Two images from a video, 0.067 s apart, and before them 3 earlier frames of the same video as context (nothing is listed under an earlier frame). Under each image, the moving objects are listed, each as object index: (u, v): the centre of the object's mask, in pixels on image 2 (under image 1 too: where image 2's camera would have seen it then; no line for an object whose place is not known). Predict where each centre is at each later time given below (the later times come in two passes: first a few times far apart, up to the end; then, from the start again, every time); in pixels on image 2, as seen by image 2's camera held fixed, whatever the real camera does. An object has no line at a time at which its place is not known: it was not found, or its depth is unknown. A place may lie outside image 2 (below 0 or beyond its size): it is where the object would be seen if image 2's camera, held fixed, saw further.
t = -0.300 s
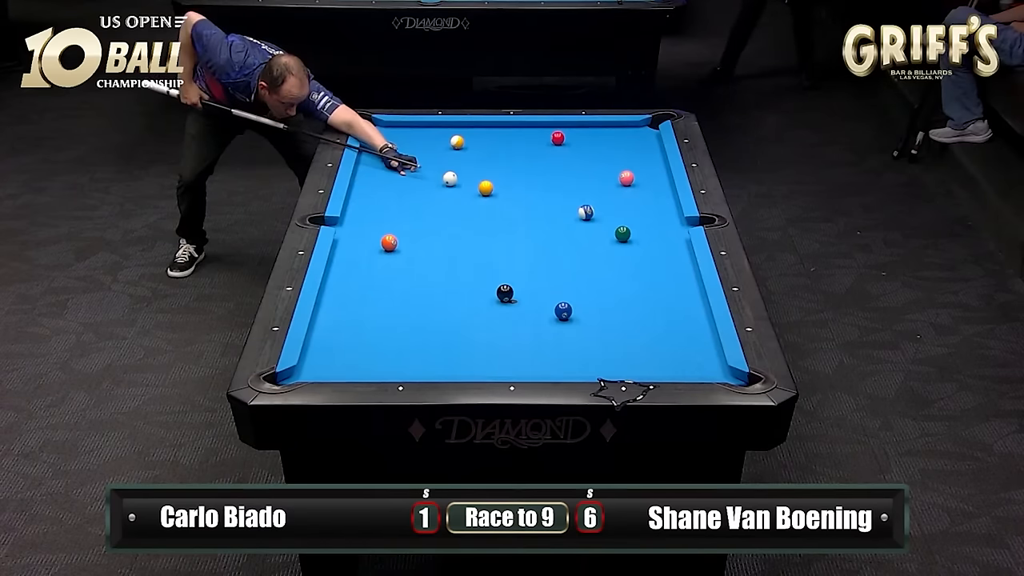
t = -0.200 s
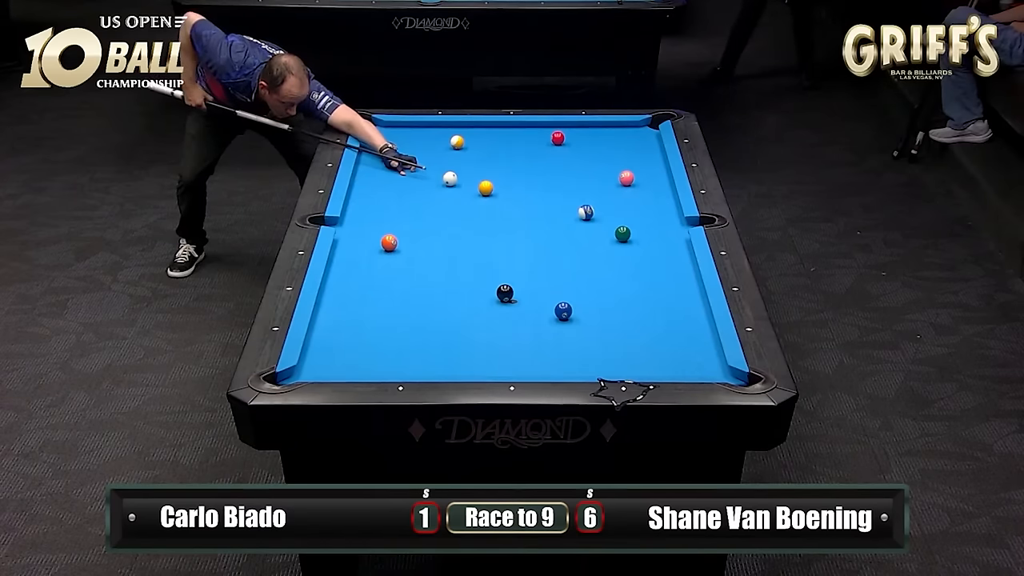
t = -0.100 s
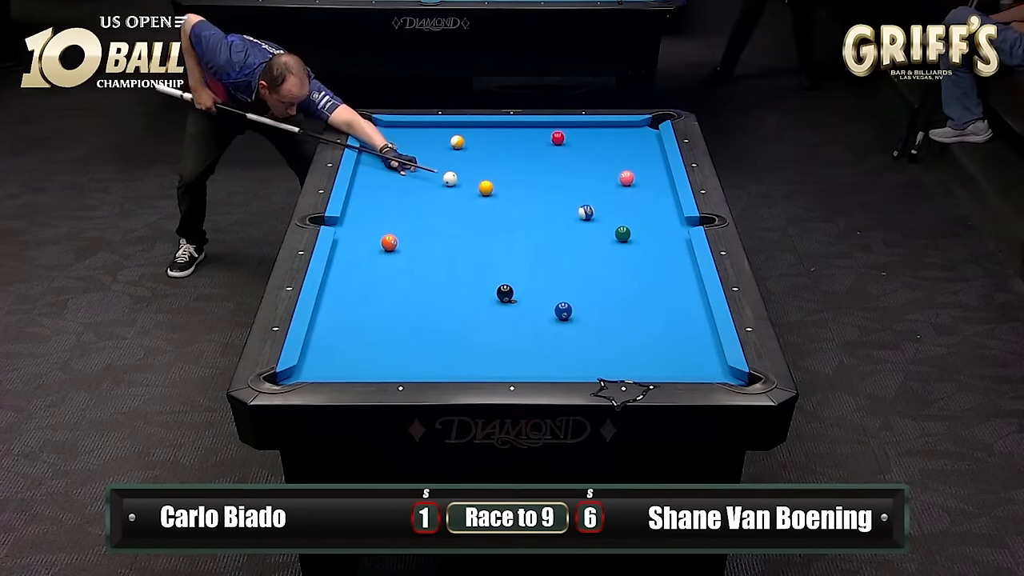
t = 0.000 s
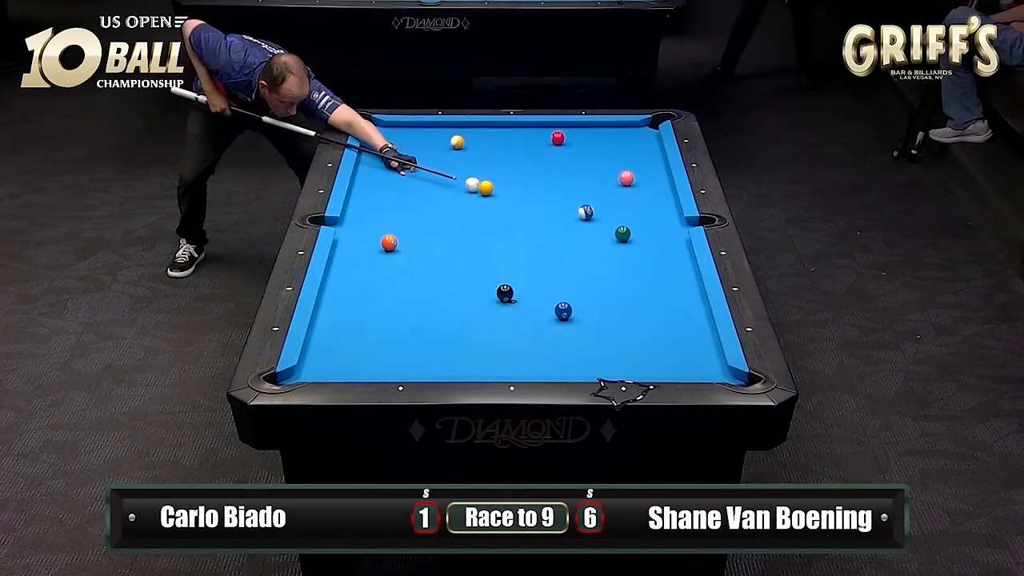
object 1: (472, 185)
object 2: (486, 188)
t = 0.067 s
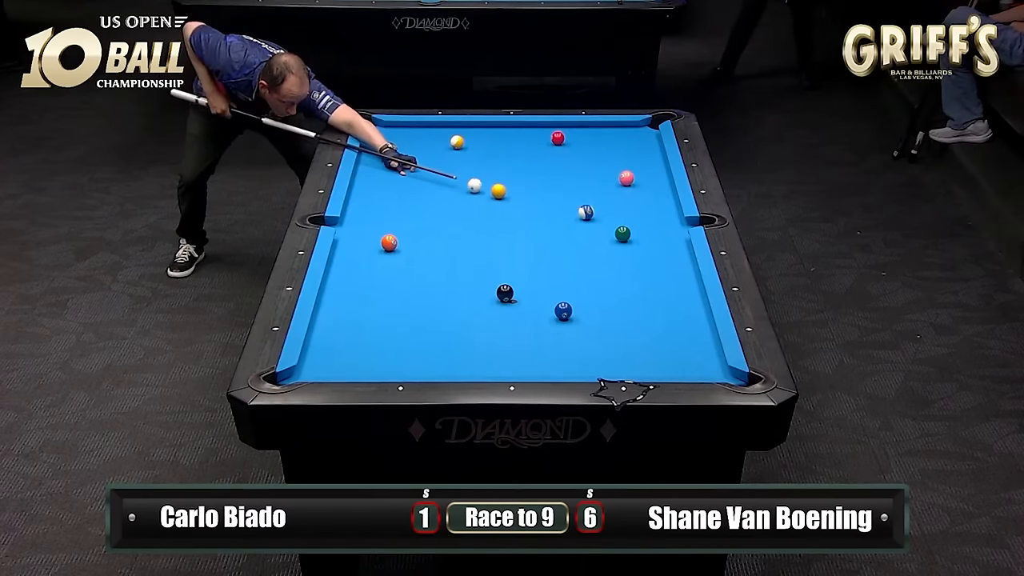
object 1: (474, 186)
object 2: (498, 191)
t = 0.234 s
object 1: (484, 188)
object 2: (543, 203)
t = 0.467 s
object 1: (498, 193)
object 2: (571, 212)
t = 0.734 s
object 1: (516, 199)
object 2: (580, 219)
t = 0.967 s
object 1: (530, 203)
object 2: (587, 224)
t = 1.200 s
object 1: (544, 207)
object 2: (594, 230)
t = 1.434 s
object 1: (558, 211)
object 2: (600, 235)
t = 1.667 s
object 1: (569, 214)
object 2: (606, 239)
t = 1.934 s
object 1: (584, 219)
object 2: (612, 245)
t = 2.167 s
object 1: (594, 222)
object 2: (616, 248)
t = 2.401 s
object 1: (606, 225)
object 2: (621, 252)
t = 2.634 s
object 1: (614, 226)
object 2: (624, 255)
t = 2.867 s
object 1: (621, 225)
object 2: (628, 258)
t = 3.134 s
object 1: (628, 226)
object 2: (631, 261)
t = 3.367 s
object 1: (631, 226)
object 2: (633, 263)
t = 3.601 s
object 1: (634, 227)
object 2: (635, 265)
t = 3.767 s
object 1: (635, 227)
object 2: (636, 266)
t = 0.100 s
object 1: (475, 186)
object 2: (507, 194)
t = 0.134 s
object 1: (476, 186)
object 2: (516, 196)
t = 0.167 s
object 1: (478, 187)
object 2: (524, 198)
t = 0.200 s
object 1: (481, 188)
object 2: (536, 201)
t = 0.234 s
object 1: (484, 188)
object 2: (543, 203)
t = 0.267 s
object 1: (486, 189)
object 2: (550, 205)
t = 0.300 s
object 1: (488, 190)
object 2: (557, 206)
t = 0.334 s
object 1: (491, 190)
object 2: (564, 208)
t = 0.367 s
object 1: (493, 191)
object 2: (571, 210)
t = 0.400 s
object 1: (495, 192)
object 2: (571, 210)
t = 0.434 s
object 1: (496, 192)
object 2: (571, 211)
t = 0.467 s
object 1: (498, 193)
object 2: (571, 212)
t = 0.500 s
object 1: (500, 194)
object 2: (572, 212)
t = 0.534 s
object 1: (503, 194)
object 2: (573, 213)
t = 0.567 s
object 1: (505, 195)
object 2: (574, 214)
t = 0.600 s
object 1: (508, 196)
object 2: (576, 215)
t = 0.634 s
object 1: (510, 197)
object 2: (577, 216)
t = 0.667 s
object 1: (512, 197)
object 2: (578, 217)
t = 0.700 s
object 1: (514, 198)
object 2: (579, 218)
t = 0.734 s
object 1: (516, 199)
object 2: (580, 219)
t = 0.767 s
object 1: (518, 199)
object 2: (581, 219)
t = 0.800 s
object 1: (520, 200)
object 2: (582, 220)
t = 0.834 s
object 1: (522, 200)
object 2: (583, 221)
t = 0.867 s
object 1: (524, 201)
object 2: (584, 222)
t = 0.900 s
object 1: (526, 201)
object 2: (585, 222)
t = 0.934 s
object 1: (528, 202)
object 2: (586, 223)
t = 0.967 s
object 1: (530, 203)
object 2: (587, 224)
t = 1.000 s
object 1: (533, 203)
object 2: (588, 225)
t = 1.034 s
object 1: (535, 204)
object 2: (589, 226)
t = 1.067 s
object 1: (537, 205)
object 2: (590, 226)
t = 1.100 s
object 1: (539, 205)
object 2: (591, 227)
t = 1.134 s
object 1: (540, 206)
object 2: (592, 228)
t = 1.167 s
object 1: (542, 206)
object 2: (593, 229)
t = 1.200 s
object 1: (544, 207)
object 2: (594, 230)
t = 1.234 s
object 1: (545, 207)
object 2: (595, 230)
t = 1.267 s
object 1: (547, 208)
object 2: (596, 231)
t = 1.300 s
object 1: (549, 208)
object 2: (596, 231)
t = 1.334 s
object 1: (551, 209)
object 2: (597, 232)
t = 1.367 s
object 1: (553, 209)
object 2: (598, 233)
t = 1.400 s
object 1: (556, 210)
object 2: (599, 234)
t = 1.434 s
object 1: (558, 211)
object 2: (600, 235)
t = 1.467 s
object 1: (560, 211)
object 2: (601, 235)
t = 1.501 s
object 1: (561, 212)
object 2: (602, 236)
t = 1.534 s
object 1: (563, 213)
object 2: (603, 237)
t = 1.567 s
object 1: (565, 213)
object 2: (603, 237)
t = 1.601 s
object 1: (567, 214)
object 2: (604, 238)
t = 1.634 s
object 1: (568, 214)
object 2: (605, 238)
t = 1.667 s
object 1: (569, 214)
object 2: (606, 239)
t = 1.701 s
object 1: (571, 215)
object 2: (606, 240)
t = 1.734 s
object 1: (573, 216)
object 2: (607, 241)
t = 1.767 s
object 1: (575, 216)
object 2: (607, 241)
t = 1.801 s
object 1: (577, 217)
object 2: (609, 242)
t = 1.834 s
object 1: (579, 217)
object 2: (609, 243)
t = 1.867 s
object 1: (581, 218)
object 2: (610, 243)
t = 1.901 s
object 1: (582, 218)
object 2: (611, 244)
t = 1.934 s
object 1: (584, 219)
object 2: (612, 245)
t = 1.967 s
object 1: (585, 219)
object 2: (612, 245)
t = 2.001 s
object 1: (587, 220)
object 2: (613, 246)
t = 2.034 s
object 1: (588, 220)
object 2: (613, 246)
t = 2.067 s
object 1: (590, 220)
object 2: (614, 247)
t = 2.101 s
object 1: (591, 221)
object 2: (615, 247)
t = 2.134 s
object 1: (593, 221)
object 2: (615, 248)
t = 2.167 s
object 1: (594, 222)
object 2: (616, 248)
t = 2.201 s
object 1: (597, 222)
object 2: (617, 249)
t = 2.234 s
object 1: (598, 223)
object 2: (618, 250)
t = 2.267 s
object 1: (600, 223)
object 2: (618, 250)
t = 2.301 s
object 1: (601, 224)
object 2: (619, 251)
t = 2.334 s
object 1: (603, 224)
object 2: (619, 251)
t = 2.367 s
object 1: (604, 225)
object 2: (620, 252)
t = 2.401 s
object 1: (606, 225)
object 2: (621, 252)
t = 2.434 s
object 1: (606, 225)
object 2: (621, 252)
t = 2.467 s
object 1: (608, 226)
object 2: (622, 253)
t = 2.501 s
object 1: (609, 226)
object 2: (622, 253)
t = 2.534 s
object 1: (610, 226)
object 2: (623, 254)
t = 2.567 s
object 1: (611, 226)
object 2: (623, 254)
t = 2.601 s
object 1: (613, 226)
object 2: (624, 255)
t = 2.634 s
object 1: (614, 226)
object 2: (624, 255)
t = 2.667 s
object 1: (615, 226)
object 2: (625, 256)
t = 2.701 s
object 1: (616, 226)
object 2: (626, 257)
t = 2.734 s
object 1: (617, 226)
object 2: (626, 257)
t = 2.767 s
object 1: (618, 226)
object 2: (626, 257)
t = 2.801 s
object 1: (619, 226)
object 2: (627, 258)
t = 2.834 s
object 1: (620, 226)
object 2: (627, 258)
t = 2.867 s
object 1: (621, 225)
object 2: (628, 258)
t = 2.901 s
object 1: (622, 225)
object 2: (628, 259)
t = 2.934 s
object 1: (623, 225)
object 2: (628, 259)
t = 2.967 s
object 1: (624, 225)
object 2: (629, 259)
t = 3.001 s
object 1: (625, 225)
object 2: (629, 260)
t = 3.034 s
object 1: (626, 226)
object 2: (630, 260)
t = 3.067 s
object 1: (626, 226)
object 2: (630, 261)
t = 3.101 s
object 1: (627, 226)
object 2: (631, 261)
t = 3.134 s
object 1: (628, 226)
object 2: (631, 261)
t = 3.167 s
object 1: (628, 226)
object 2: (631, 262)
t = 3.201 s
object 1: (629, 226)
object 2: (632, 262)
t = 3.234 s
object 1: (629, 226)
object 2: (632, 262)
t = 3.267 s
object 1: (630, 226)
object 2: (632, 262)
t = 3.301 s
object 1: (630, 226)
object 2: (632, 263)
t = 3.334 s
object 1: (631, 226)
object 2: (633, 263)
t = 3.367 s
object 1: (631, 226)
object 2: (633, 263)
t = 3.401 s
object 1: (632, 227)
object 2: (633, 264)
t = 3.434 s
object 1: (632, 227)
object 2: (634, 264)
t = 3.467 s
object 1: (633, 227)
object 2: (634, 264)
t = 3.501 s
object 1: (633, 227)
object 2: (634, 264)
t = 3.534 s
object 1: (634, 227)
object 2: (635, 265)
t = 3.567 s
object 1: (634, 227)
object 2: (635, 265)
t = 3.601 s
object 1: (634, 227)
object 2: (635, 265)
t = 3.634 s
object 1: (634, 227)
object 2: (635, 265)
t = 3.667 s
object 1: (635, 227)
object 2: (635, 265)
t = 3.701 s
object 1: (635, 227)
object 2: (636, 266)
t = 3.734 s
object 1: (635, 227)
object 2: (636, 266)
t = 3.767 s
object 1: (635, 227)
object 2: (636, 266)
